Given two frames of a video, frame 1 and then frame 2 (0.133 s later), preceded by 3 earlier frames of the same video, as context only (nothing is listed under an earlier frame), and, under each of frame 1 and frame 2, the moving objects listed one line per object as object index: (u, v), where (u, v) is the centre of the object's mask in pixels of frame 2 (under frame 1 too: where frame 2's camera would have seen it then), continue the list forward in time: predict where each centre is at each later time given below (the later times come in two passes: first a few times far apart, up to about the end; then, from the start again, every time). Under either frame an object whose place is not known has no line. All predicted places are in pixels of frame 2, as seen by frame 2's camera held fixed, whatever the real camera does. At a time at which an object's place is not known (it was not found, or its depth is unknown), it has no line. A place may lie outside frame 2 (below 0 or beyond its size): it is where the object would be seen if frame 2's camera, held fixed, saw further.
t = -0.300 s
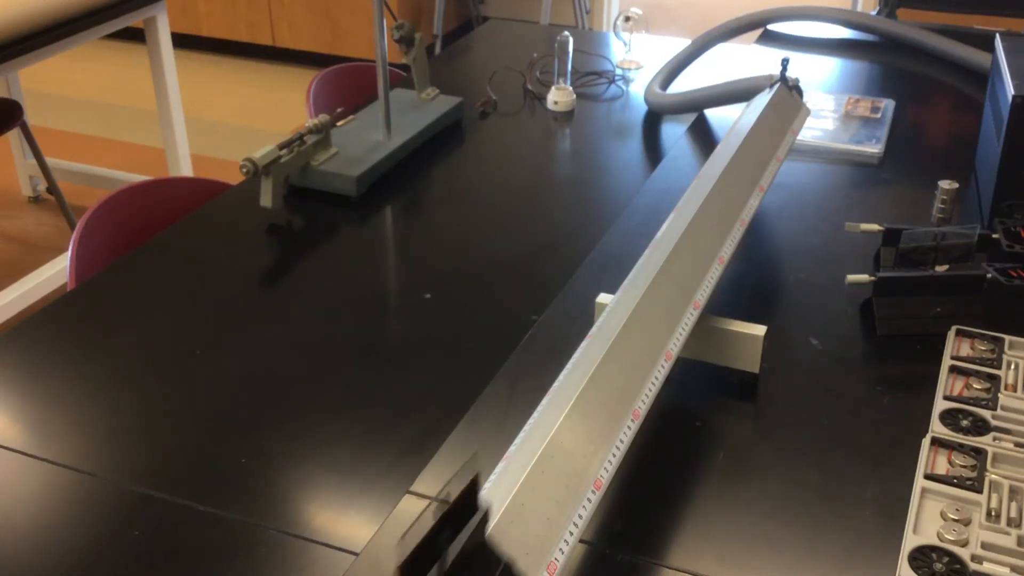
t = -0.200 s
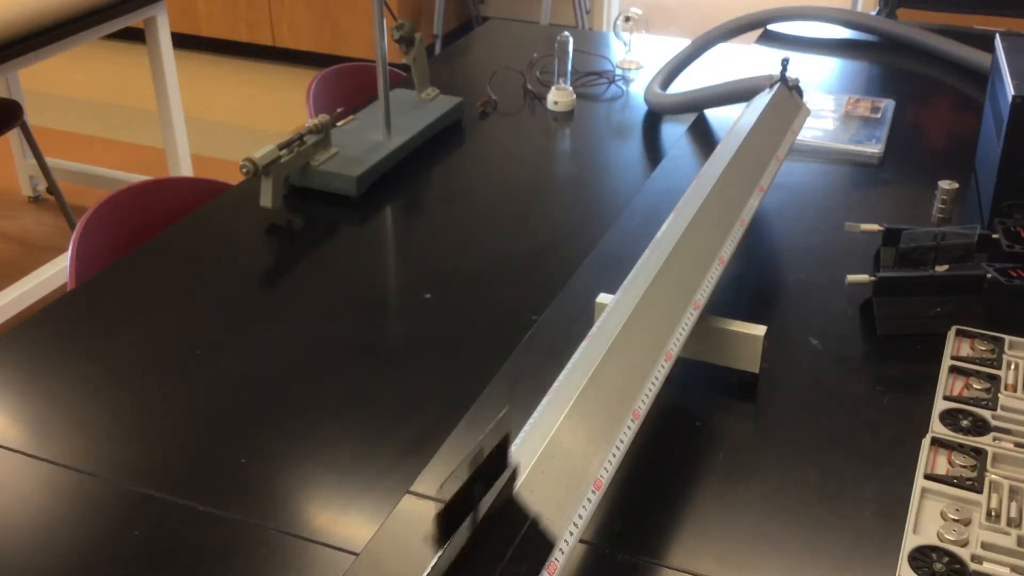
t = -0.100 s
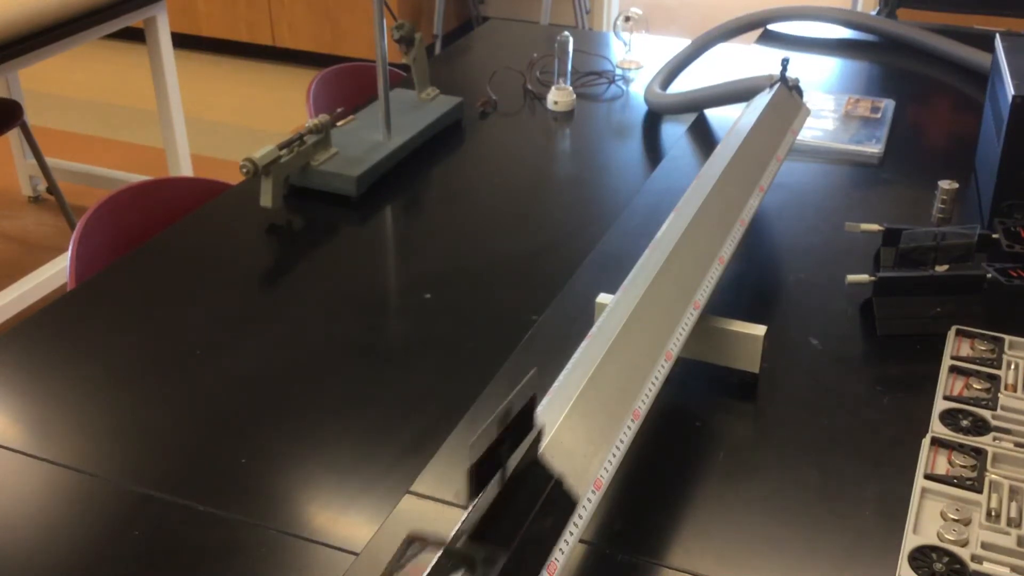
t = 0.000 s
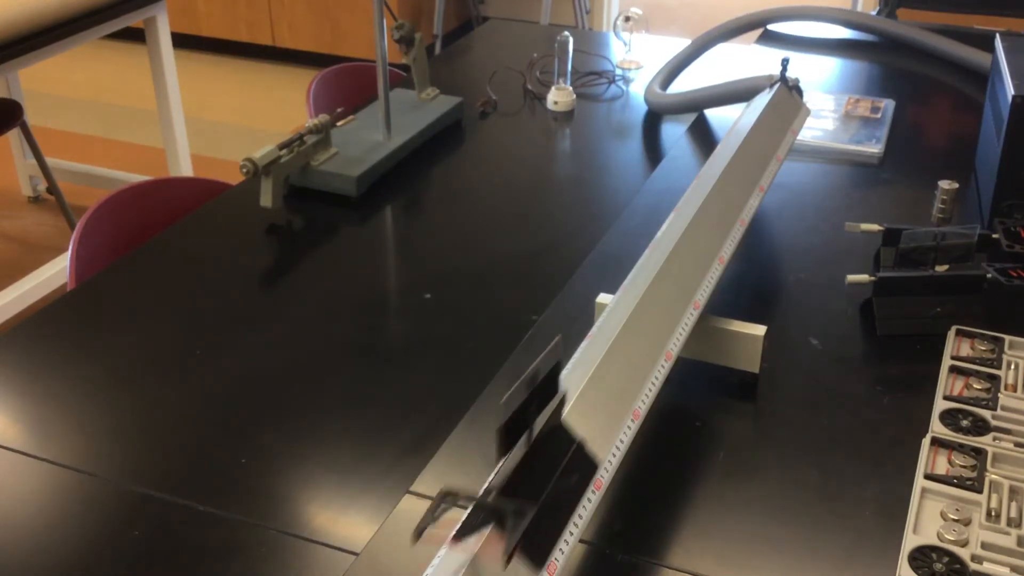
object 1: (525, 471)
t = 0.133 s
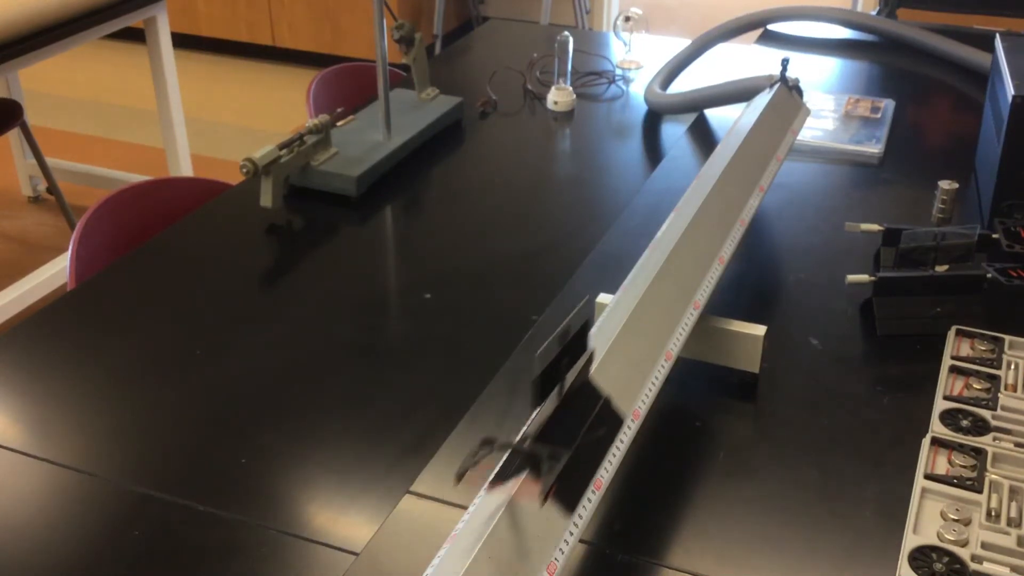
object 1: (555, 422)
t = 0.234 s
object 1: (575, 391)
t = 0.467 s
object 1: (618, 326)
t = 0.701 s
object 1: (656, 267)
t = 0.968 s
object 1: (690, 214)
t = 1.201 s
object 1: (716, 177)
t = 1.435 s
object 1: (738, 144)
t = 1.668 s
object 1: (758, 113)
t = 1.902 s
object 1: (771, 93)
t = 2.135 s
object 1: (771, 94)
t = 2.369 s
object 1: (770, 95)
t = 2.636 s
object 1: (769, 96)
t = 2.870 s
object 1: (767, 98)
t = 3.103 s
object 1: (766, 100)
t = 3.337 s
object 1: (765, 100)
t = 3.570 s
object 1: (763, 103)
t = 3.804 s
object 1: (762, 105)
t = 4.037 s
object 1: (760, 111)
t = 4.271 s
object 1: (758, 114)
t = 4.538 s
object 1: (757, 116)
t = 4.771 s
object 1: (756, 119)
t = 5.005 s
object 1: (754, 121)
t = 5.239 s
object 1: (752, 124)
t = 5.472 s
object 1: (751, 126)
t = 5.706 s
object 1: (748, 129)
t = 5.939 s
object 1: (747, 132)
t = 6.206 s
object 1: (744, 135)
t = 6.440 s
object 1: (742, 138)
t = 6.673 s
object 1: (740, 141)
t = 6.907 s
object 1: (738, 144)
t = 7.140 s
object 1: (736, 147)
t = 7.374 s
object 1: (733, 151)
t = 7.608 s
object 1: (731, 154)
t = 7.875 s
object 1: (728, 159)
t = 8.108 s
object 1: (724, 165)
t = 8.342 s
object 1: (721, 171)
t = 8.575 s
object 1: (718, 176)
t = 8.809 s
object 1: (714, 179)
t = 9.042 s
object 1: (710, 184)
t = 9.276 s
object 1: (706, 190)
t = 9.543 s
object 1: (702, 197)
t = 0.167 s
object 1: (562, 412)
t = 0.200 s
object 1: (569, 402)
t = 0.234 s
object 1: (575, 391)
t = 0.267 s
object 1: (581, 382)
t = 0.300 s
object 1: (588, 370)
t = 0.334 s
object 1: (594, 361)
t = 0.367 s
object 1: (600, 352)
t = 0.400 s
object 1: (606, 343)
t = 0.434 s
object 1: (612, 334)
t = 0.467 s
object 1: (618, 326)
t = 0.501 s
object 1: (624, 316)
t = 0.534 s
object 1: (629, 308)
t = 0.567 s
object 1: (634, 301)
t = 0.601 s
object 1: (639, 292)
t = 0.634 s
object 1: (644, 284)
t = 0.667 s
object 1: (650, 276)
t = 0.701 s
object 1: (656, 267)
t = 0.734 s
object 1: (659, 260)
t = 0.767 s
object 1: (663, 255)
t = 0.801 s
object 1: (668, 247)
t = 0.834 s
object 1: (672, 241)
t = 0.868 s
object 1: (677, 235)
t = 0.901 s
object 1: (682, 227)
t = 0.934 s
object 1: (686, 220)
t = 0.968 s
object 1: (690, 214)
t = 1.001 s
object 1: (694, 208)
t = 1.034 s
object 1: (698, 202)
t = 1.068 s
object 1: (702, 197)
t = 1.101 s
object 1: (705, 191)
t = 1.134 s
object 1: (709, 186)
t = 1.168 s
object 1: (713, 181)
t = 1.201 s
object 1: (716, 177)
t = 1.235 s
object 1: (719, 174)
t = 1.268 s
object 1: (723, 166)
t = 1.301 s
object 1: (726, 162)
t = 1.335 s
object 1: (729, 157)
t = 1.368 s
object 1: (732, 153)
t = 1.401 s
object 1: (735, 149)
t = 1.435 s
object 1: (738, 144)
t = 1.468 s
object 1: (740, 141)
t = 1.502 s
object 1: (743, 134)
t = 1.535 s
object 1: (746, 129)
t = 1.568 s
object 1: (749, 124)
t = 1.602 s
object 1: (752, 120)
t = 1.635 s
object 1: (755, 117)
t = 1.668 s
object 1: (758, 113)
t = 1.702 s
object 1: (761, 107)
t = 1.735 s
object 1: (764, 103)
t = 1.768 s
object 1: (767, 99)
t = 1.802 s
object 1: (770, 96)
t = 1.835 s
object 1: (771, 94)
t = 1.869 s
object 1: (772, 93)
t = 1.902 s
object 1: (771, 93)
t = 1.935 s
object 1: (771, 93)
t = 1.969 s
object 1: (771, 94)
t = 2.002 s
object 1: (771, 94)
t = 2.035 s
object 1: (771, 94)
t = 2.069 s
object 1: (770, 93)
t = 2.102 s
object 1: (771, 93)
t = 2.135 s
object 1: (771, 94)
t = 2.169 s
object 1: (771, 94)
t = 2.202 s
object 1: (770, 94)
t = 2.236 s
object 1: (770, 94)
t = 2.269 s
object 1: (770, 95)
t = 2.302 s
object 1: (770, 95)
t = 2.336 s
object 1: (770, 95)
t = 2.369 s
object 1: (770, 95)
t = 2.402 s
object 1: (769, 95)
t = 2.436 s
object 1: (770, 95)
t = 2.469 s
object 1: (770, 96)
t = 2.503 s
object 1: (770, 96)
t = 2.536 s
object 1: (769, 96)
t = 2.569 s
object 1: (769, 96)
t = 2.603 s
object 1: (769, 96)
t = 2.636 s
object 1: (769, 96)
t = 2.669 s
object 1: (769, 97)
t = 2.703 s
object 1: (768, 97)
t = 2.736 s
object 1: (768, 97)
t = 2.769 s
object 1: (768, 97)
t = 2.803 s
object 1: (768, 97)
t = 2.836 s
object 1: (768, 98)
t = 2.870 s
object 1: (767, 98)
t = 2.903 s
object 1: (767, 98)
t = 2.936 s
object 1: (767, 98)
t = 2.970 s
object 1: (767, 98)
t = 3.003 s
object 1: (766, 99)
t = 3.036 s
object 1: (766, 99)
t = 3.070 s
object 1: (766, 99)
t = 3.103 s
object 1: (766, 100)
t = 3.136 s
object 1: (765, 100)
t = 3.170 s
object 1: (766, 100)
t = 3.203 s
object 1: (765, 101)
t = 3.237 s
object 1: (765, 101)
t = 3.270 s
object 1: (764, 101)
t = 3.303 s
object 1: (764, 101)
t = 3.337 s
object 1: (765, 100)
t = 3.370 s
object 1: (765, 101)
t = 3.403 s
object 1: (765, 101)
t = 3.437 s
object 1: (764, 102)
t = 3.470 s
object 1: (763, 103)
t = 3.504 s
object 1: (764, 102)
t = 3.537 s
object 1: (764, 103)
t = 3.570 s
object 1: (763, 103)
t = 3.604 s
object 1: (763, 103)
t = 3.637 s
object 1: (763, 103)
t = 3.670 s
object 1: (763, 104)
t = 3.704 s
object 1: (763, 104)
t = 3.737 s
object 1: (762, 105)
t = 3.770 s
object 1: (762, 105)
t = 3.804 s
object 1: (762, 105)
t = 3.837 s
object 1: (762, 105)
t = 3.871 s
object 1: (761, 106)
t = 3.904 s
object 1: (761, 106)
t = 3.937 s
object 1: (761, 107)
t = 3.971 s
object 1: (760, 110)
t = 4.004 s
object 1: (760, 111)
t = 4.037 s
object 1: (760, 111)
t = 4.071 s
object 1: (760, 112)
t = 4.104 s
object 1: (759, 112)
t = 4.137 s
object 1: (759, 112)
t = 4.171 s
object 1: (759, 113)
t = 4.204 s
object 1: (759, 113)
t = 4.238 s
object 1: (758, 113)
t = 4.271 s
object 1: (758, 114)
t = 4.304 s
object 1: (758, 114)
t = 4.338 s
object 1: (758, 115)
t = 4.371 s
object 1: (758, 115)
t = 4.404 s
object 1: (757, 115)
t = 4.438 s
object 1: (757, 116)
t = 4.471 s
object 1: (757, 116)
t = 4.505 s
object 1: (757, 116)
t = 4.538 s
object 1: (757, 116)
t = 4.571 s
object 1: (757, 117)
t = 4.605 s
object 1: (757, 117)
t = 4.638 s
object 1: (756, 117)
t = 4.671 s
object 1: (756, 118)
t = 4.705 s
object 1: (756, 118)
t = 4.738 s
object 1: (756, 118)
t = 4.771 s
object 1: (756, 119)
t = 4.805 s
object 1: (756, 119)
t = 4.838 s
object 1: (755, 119)
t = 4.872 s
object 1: (755, 120)
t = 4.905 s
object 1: (755, 120)
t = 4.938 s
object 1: (755, 120)
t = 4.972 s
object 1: (754, 121)
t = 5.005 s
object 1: (754, 121)
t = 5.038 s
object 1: (754, 121)
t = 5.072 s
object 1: (754, 122)
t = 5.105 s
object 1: (753, 122)
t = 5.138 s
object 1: (753, 122)
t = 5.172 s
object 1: (753, 123)
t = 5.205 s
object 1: (753, 123)
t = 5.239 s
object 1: (752, 124)
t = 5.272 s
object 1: (752, 123)
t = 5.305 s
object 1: (752, 124)
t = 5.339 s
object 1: (752, 125)
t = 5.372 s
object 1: (751, 125)
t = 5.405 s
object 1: (751, 125)
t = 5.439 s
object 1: (751, 126)
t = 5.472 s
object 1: (751, 126)
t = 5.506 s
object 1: (750, 127)
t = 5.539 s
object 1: (750, 127)
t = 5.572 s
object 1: (750, 127)
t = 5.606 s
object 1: (749, 127)
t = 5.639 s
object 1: (749, 128)
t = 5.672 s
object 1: (749, 129)
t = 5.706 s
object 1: (748, 129)
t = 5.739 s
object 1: (748, 129)
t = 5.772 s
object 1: (748, 130)
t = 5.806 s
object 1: (748, 130)
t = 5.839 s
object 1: (747, 130)
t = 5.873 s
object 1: (747, 131)
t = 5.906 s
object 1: (747, 131)
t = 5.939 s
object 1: (747, 132)
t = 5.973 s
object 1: (746, 132)
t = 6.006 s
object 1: (746, 133)
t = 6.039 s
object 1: (746, 133)
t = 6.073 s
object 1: (745, 133)
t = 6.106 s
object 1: (745, 134)
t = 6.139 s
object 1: (745, 135)
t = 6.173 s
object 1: (745, 135)
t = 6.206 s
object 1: (744, 135)
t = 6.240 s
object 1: (743, 136)
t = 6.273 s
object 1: (743, 137)
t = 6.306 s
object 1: (743, 137)
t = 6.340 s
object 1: (743, 137)
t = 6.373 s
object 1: (743, 138)
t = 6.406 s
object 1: (742, 138)
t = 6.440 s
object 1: (742, 138)
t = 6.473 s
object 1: (742, 139)
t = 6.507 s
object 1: (742, 139)
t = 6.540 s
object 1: (741, 140)
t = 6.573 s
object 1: (741, 140)
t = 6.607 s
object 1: (741, 140)
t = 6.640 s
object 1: (741, 141)
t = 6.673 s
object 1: (740, 141)
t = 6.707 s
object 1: (740, 142)
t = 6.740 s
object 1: (740, 142)
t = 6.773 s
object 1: (739, 142)
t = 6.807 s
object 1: (739, 143)
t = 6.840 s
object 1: (738, 143)
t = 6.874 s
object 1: (738, 143)
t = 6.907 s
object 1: (738, 144)
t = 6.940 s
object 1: (737, 144)
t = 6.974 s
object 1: (737, 145)
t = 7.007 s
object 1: (737, 145)
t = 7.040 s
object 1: (737, 146)
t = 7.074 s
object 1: (737, 146)
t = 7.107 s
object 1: (736, 146)
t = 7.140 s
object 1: (736, 147)
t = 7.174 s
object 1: (735, 148)
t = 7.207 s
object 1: (735, 149)
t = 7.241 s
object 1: (735, 149)
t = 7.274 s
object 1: (734, 150)
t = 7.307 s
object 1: (734, 150)
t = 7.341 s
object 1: (734, 150)
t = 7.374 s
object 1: (733, 151)
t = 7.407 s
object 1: (733, 151)
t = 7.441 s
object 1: (733, 151)
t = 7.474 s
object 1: (733, 153)
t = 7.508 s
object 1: (732, 153)
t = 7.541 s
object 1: (732, 153)
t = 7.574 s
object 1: (731, 154)
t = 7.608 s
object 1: (731, 154)
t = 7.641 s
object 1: (730, 155)
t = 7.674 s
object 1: (730, 156)
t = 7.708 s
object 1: (729, 156)
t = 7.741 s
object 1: (729, 157)
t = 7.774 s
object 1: (729, 158)
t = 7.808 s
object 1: (728, 158)
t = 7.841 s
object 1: (728, 159)
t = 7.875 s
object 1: (728, 159)
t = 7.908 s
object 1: (727, 160)
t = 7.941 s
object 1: (727, 161)
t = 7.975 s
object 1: (726, 162)
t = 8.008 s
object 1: (726, 163)
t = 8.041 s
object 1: (725, 164)
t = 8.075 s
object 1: (725, 164)
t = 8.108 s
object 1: (724, 165)
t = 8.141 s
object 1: (724, 166)
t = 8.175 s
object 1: (723, 167)
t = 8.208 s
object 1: (723, 168)
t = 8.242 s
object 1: (722, 169)
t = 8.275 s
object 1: (722, 169)
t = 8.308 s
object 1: (722, 170)
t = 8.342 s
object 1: (721, 171)
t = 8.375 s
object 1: (720, 171)
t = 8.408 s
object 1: (720, 171)
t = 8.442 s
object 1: (720, 172)
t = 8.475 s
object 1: (719, 173)
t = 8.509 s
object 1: (718, 174)
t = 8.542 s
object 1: (718, 175)
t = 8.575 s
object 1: (718, 176)
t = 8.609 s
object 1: (717, 176)
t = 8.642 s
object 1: (717, 176)
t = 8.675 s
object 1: (716, 176)
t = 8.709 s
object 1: (715, 177)
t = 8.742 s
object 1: (715, 178)
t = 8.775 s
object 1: (715, 179)
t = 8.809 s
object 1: (714, 179)
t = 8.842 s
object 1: (713, 180)
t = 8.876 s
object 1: (713, 180)
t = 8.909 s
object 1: (713, 180)
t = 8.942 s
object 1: (712, 182)
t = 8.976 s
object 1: (711, 183)
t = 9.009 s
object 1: (711, 183)
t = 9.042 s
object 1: (710, 184)
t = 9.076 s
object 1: (710, 185)
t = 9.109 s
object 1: (709, 185)
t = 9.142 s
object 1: (709, 186)
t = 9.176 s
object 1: (708, 187)
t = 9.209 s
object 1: (708, 188)
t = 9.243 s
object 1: (707, 189)
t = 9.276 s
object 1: (706, 190)
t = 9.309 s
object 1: (706, 191)
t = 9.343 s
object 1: (705, 191)
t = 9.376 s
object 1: (705, 192)
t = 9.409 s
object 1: (704, 193)
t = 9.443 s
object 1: (703, 194)
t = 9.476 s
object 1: (703, 195)
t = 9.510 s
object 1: (702, 196)
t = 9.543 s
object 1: (702, 197)
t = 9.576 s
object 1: (701, 198)
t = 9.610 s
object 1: (700, 199)
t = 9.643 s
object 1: (700, 200)
